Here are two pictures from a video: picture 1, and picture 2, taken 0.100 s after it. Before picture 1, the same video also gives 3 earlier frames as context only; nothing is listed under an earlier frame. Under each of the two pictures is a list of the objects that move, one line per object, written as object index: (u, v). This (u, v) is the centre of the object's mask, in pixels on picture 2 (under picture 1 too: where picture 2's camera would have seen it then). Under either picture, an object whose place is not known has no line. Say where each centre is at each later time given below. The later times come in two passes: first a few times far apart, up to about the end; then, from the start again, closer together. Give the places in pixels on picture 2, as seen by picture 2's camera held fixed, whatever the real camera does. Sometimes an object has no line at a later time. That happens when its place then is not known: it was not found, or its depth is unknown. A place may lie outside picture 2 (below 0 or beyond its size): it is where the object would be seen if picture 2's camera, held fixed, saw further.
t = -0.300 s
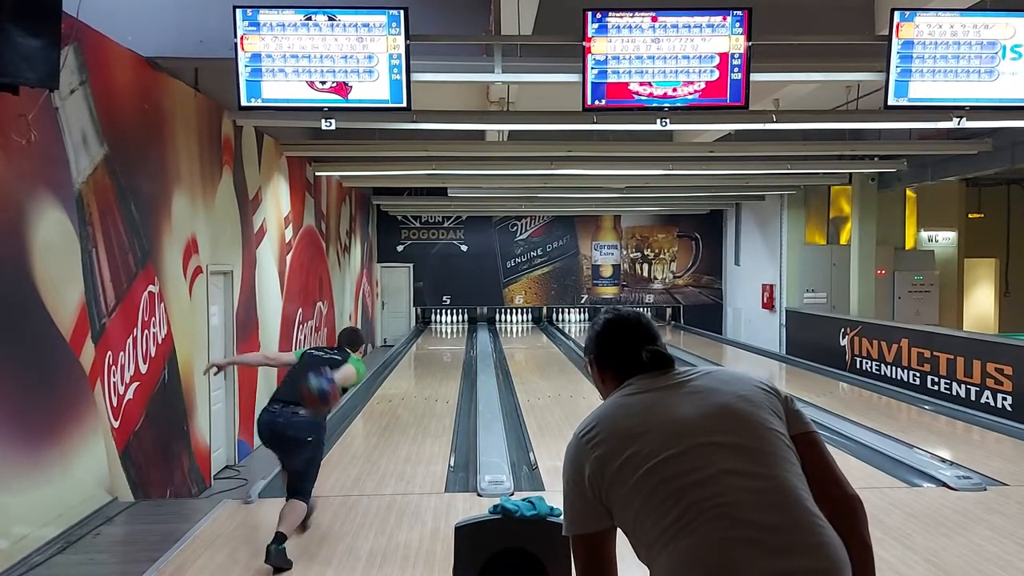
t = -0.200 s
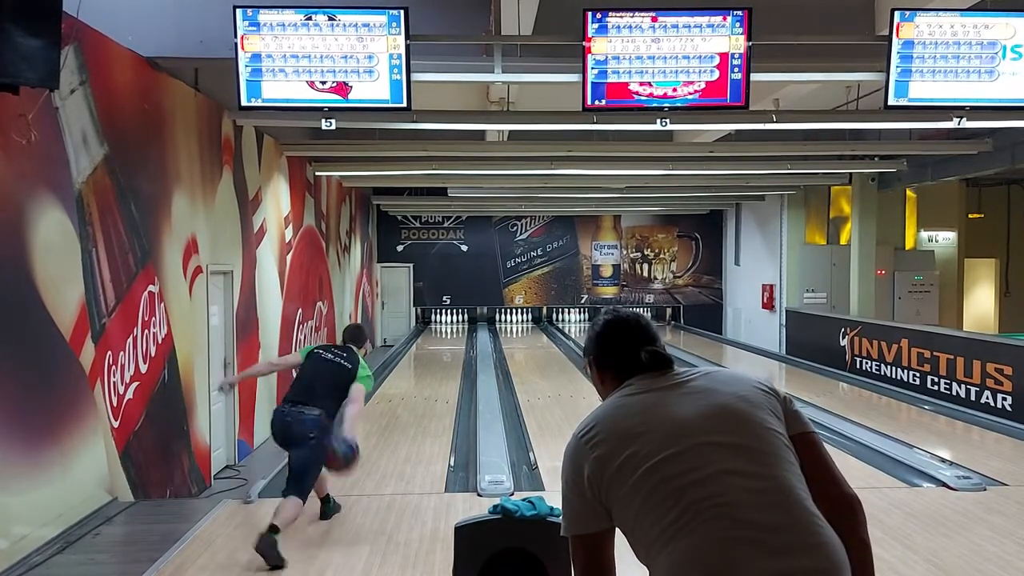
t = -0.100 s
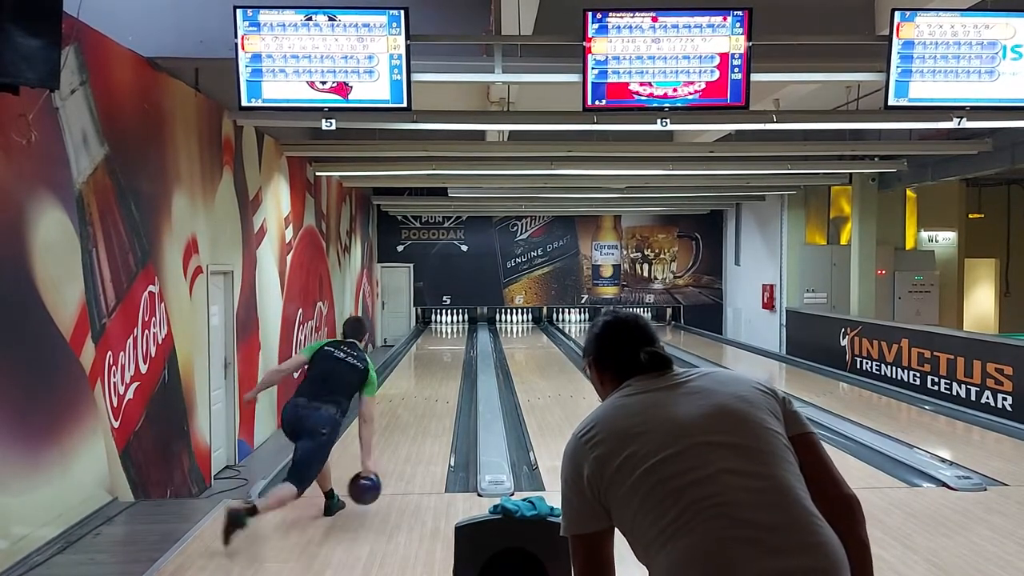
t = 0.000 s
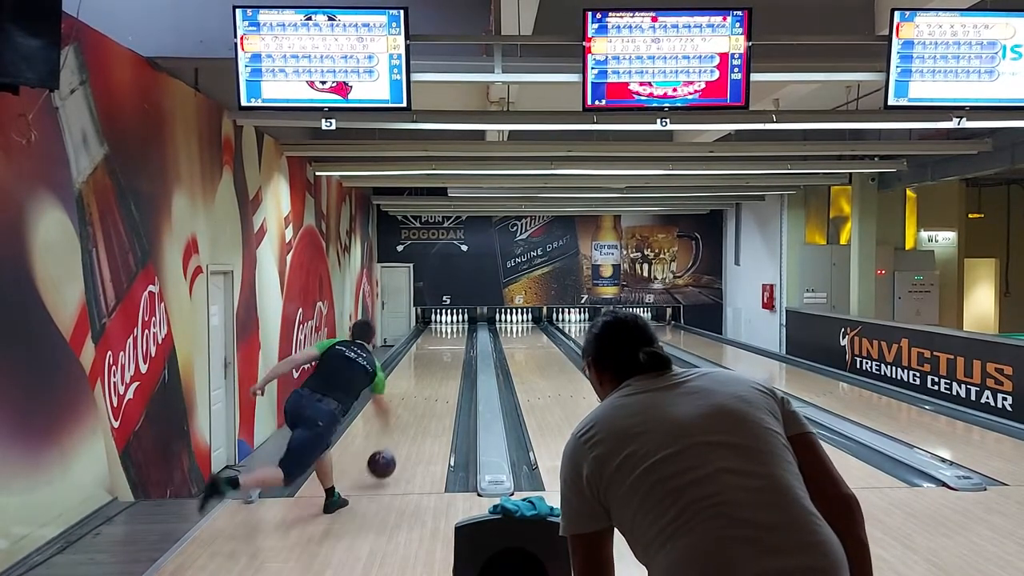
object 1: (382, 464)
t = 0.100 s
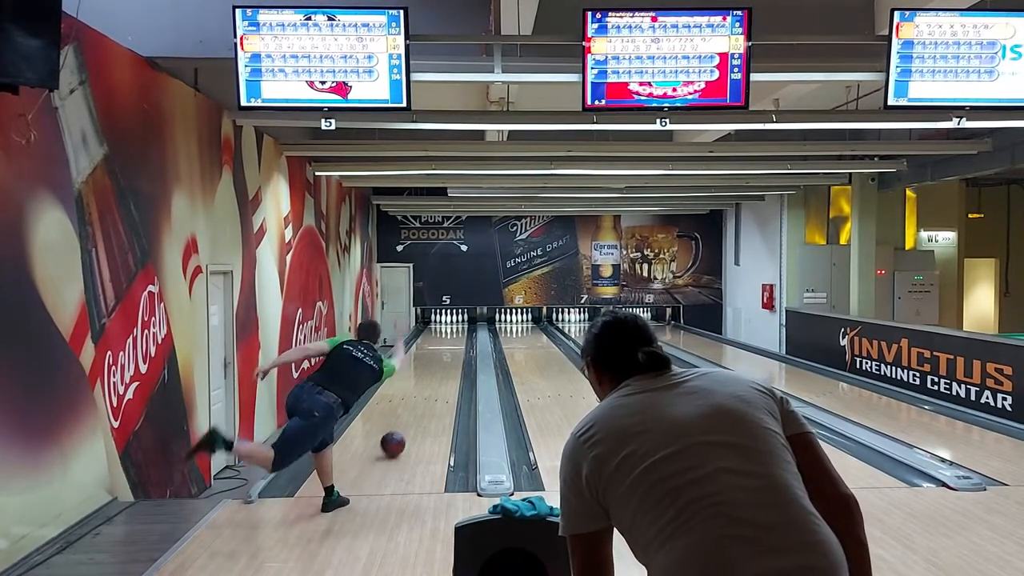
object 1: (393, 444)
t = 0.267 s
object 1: (406, 415)
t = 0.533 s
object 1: (422, 382)
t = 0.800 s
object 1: (429, 362)
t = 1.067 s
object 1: (435, 348)
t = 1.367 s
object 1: (440, 336)
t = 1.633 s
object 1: (442, 329)
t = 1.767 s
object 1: (443, 325)
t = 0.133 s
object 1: (396, 437)
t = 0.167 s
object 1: (399, 432)
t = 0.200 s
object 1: (401, 426)
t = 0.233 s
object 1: (404, 420)
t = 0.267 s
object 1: (406, 415)
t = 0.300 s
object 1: (409, 410)
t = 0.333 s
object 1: (411, 405)
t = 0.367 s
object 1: (412, 401)
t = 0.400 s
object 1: (414, 397)
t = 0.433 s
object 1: (416, 393)
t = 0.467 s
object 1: (416, 392)
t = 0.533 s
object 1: (422, 382)
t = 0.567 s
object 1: (422, 380)
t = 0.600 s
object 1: (423, 377)
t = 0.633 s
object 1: (424, 374)
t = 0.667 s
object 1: (426, 371)
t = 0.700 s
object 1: (426, 369)
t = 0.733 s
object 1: (427, 366)
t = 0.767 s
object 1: (428, 364)
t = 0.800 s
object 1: (429, 362)
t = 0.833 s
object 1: (430, 360)
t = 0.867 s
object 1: (431, 358)
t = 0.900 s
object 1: (432, 356)
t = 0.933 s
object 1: (433, 354)
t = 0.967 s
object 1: (433, 352)
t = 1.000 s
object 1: (434, 351)
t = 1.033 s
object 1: (435, 349)
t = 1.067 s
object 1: (435, 348)
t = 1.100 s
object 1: (436, 346)
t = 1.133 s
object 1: (436, 345)
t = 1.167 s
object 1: (437, 344)
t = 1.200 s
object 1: (437, 343)
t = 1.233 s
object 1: (438, 341)
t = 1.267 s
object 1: (438, 340)
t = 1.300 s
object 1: (439, 339)
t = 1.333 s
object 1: (439, 337)
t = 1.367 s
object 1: (440, 336)
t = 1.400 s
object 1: (440, 335)
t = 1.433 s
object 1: (440, 334)
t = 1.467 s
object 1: (440, 333)
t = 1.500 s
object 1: (441, 332)
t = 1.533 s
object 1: (441, 331)
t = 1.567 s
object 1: (441, 330)
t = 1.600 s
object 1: (441, 330)
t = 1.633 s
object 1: (442, 329)
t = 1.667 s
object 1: (442, 328)
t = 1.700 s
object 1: (442, 327)
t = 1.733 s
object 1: (443, 326)
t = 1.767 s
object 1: (443, 325)
